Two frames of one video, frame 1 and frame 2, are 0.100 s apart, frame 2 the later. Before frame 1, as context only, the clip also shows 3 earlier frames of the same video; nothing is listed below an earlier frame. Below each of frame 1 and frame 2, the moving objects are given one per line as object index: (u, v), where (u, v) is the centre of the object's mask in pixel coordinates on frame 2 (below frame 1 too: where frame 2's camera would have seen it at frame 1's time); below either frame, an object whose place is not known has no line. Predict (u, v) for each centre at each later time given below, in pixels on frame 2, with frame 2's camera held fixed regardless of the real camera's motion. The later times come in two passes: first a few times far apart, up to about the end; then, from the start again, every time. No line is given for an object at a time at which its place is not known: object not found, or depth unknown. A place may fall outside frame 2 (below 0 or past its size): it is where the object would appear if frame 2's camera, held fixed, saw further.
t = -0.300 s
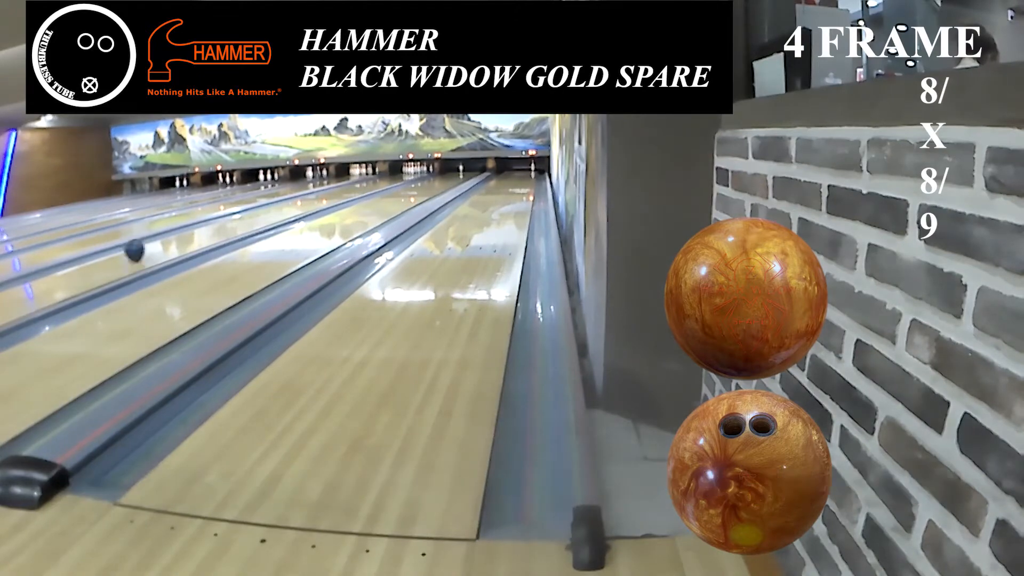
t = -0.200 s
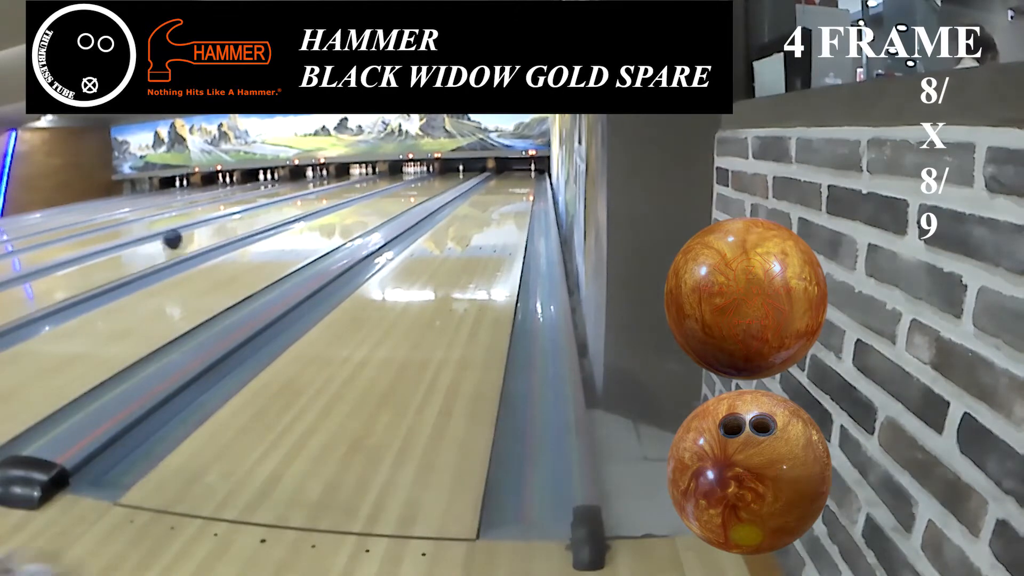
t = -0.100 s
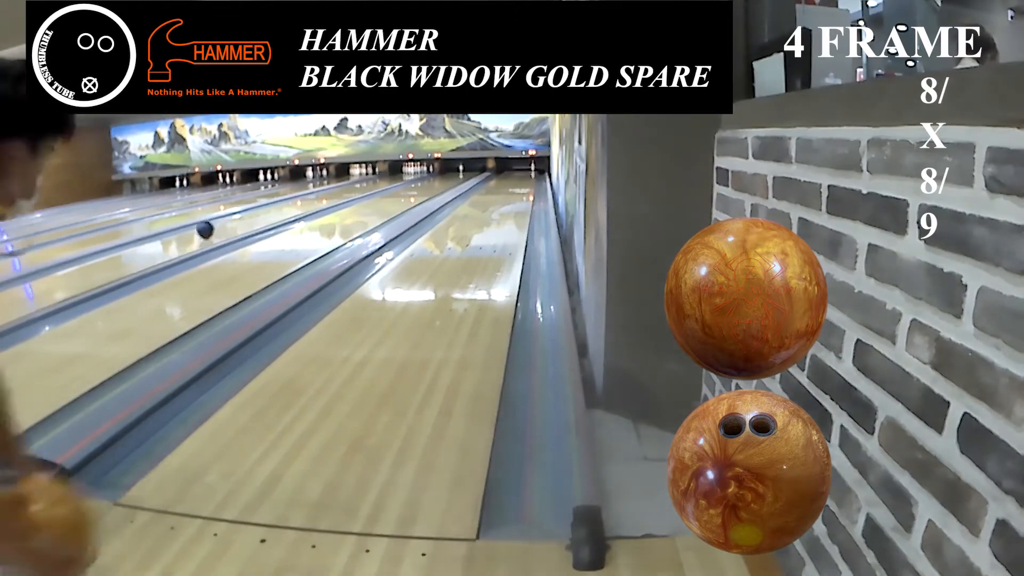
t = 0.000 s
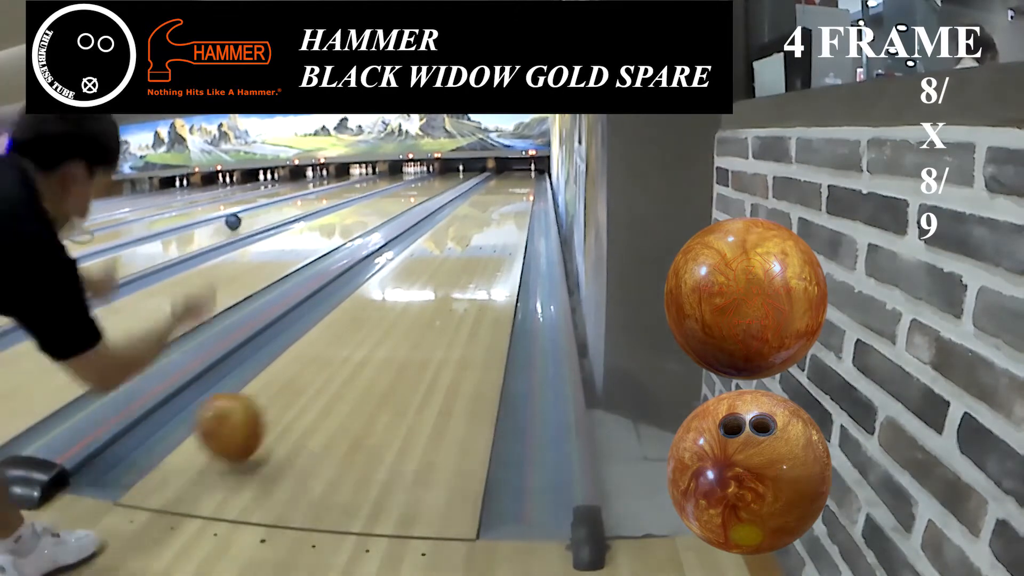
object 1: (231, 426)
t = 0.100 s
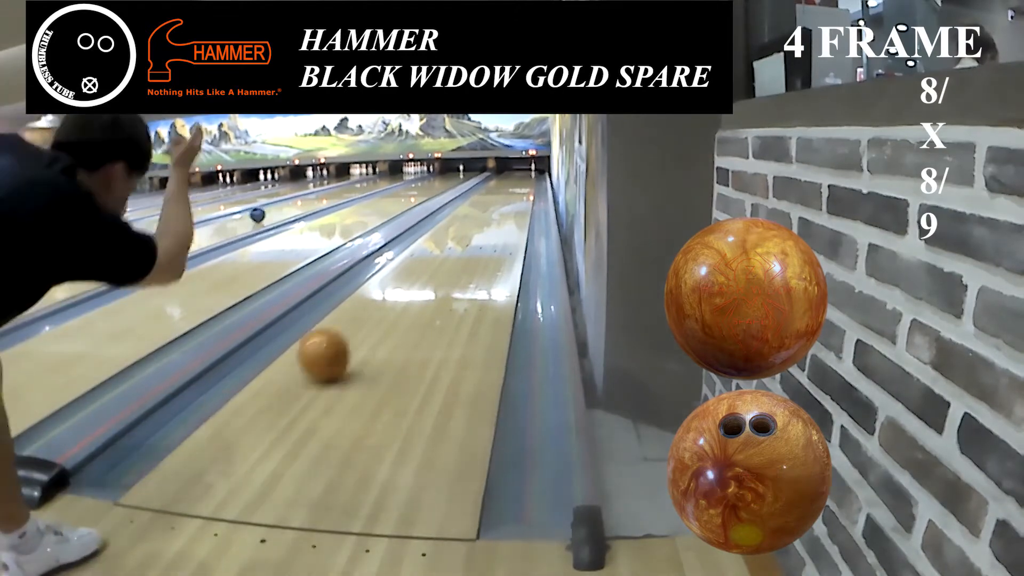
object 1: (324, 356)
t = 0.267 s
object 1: (406, 284)
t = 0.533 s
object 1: (465, 235)
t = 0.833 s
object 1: (496, 208)
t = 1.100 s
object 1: (511, 194)
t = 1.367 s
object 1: (520, 186)
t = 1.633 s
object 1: (527, 179)
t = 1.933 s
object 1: (533, 174)
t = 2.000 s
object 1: (533, 174)
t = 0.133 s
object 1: (346, 336)
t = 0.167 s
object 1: (364, 321)
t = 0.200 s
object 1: (379, 307)
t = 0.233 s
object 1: (393, 295)
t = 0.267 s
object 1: (406, 284)
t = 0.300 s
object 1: (416, 275)
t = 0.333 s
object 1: (425, 268)
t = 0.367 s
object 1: (434, 260)
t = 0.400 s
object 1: (441, 254)
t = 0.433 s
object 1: (448, 249)
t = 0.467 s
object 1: (455, 243)
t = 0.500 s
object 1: (460, 238)
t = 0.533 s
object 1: (465, 235)
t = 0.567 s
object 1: (469, 231)
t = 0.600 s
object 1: (474, 227)
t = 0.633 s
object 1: (478, 224)
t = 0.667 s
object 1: (482, 221)
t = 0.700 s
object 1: (485, 218)
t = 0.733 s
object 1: (488, 215)
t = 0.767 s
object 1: (491, 213)
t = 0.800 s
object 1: (494, 210)
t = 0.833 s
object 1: (496, 208)
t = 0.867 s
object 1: (498, 207)
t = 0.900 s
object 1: (501, 205)
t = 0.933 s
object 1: (503, 203)
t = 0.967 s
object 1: (504, 200)
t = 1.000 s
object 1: (506, 198)
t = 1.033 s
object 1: (508, 197)
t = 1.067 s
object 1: (510, 195)
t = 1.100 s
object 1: (511, 194)
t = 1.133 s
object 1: (513, 193)
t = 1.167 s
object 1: (514, 191)
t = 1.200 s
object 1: (515, 190)
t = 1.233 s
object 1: (516, 190)
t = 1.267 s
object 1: (517, 189)
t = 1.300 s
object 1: (518, 187)
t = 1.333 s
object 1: (519, 186)
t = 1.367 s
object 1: (520, 186)
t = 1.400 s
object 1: (521, 185)
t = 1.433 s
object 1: (522, 184)
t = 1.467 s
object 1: (523, 183)
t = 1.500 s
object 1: (524, 182)
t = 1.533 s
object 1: (524, 182)
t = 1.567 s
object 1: (526, 180)
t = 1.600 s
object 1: (526, 180)
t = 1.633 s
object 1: (527, 179)
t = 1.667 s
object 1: (528, 178)
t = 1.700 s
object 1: (528, 178)
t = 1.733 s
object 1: (529, 177)
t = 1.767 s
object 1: (529, 177)
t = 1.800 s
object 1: (530, 176)
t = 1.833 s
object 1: (530, 175)
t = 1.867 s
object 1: (531, 175)
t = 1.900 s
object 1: (532, 174)
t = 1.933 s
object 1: (533, 174)
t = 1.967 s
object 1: (533, 173)
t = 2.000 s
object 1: (533, 174)
